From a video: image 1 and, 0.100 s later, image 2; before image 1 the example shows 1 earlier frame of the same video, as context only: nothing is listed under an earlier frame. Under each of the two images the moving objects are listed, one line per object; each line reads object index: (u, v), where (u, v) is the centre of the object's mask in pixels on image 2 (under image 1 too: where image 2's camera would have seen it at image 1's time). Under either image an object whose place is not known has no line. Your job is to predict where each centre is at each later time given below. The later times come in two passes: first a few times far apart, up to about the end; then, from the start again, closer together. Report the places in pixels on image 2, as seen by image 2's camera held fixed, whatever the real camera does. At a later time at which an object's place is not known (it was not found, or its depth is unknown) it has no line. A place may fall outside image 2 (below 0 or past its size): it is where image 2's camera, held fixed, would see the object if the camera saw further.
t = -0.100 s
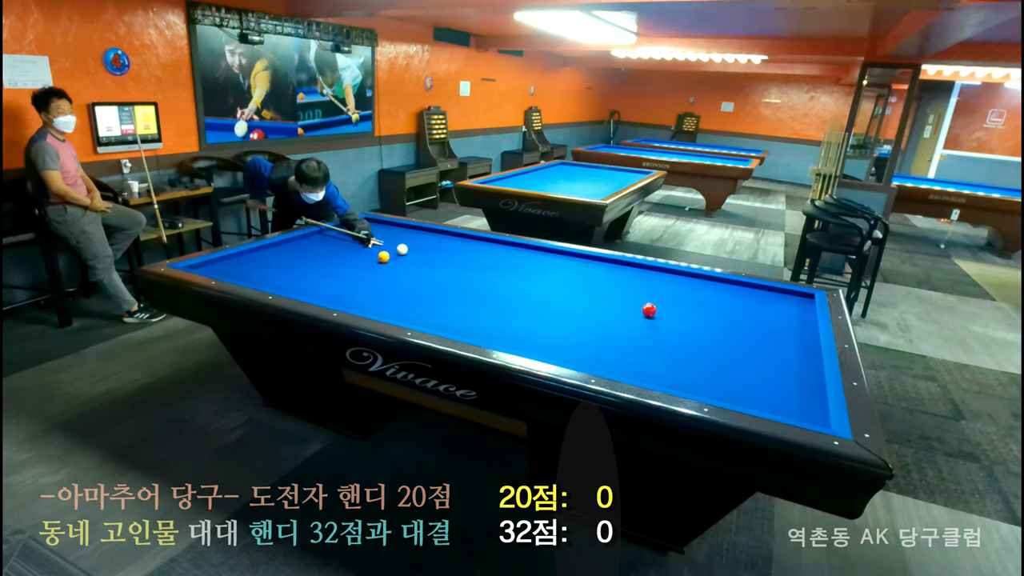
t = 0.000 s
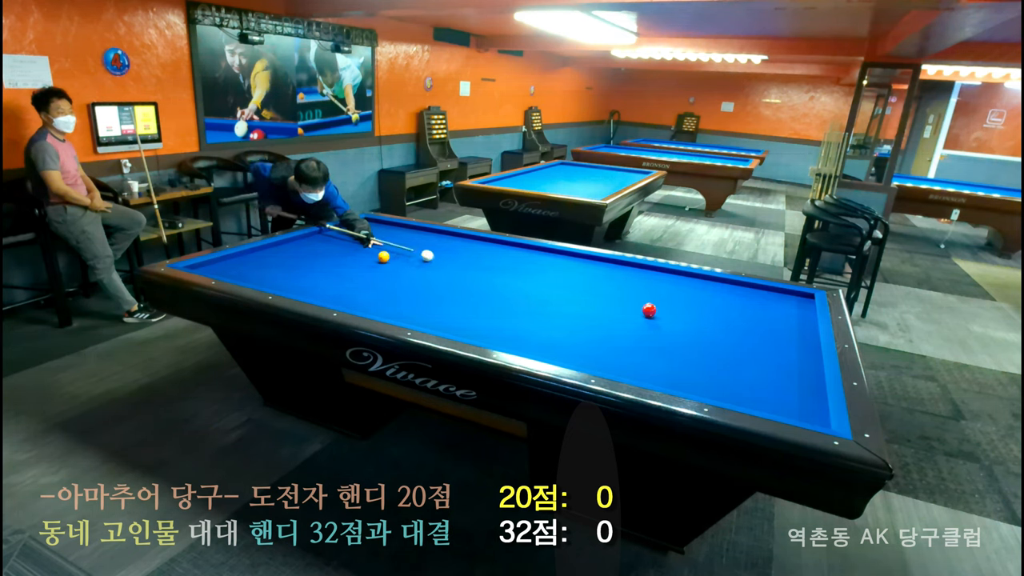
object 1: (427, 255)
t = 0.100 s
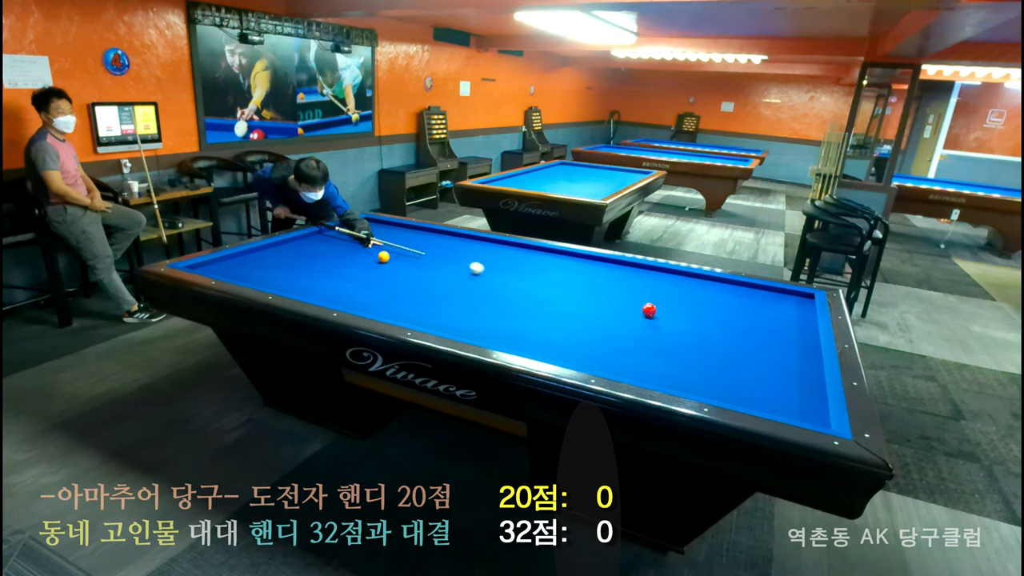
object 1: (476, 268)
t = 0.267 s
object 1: (567, 291)
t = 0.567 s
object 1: (663, 342)
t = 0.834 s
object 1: (739, 397)
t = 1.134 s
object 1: (793, 387)
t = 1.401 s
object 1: (740, 353)
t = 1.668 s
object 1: (706, 329)
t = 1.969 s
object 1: (675, 307)
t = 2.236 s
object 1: (652, 290)
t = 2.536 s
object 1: (629, 275)
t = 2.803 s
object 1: (612, 263)
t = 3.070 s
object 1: (587, 259)
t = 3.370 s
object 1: (554, 259)
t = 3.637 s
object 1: (525, 258)
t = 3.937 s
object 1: (492, 258)
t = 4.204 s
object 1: (464, 257)
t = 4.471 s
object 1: (435, 257)
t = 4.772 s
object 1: (404, 256)
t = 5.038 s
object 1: (398, 258)
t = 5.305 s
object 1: (400, 261)
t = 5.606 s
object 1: (403, 265)
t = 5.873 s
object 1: (405, 269)
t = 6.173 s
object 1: (408, 272)
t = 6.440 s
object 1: (410, 276)
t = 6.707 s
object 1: (413, 279)
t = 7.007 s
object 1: (415, 282)
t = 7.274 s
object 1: (417, 285)
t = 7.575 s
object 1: (419, 288)
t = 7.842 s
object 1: (421, 290)
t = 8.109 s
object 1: (422, 293)
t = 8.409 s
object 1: (424, 295)
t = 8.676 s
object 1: (425, 297)
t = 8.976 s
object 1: (427, 299)
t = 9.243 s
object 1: (427, 301)
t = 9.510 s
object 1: (428, 303)
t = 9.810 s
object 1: (428, 304)
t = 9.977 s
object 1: (428, 305)
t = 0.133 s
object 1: (494, 272)
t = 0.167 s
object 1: (511, 277)
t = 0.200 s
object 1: (529, 281)
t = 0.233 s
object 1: (548, 286)
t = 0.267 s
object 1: (567, 291)
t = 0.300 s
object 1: (586, 296)
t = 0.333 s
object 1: (607, 301)
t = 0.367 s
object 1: (628, 306)
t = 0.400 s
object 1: (640, 316)
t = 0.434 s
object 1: (643, 321)
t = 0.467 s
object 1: (647, 326)
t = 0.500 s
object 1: (652, 331)
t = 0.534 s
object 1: (657, 336)
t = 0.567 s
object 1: (663, 342)
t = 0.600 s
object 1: (669, 348)
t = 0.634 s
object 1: (677, 354)
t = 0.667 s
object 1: (685, 360)
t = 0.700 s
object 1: (694, 367)
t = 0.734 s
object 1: (704, 374)
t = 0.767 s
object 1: (714, 382)
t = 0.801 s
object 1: (726, 390)
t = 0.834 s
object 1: (739, 397)
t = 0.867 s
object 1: (752, 404)
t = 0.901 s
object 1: (766, 406)
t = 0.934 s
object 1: (778, 406)
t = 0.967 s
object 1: (791, 405)
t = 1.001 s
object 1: (803, 404)
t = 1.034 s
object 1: (814, 403)
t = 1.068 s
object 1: (813, 399)
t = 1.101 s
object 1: (802, 393)
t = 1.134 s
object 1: (793, 387)
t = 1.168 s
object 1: (784, 382)
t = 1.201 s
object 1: (776, 377)
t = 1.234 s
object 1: (769, 372)
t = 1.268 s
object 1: (762, 368)
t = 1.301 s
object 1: (756, 364)
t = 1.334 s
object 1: (750, 360)
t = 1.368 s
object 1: (745, 357)
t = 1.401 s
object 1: (740, 353)
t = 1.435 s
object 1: (736, 350)
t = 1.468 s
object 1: (731, 347)
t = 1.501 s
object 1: (727, 344)
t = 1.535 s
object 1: (723, 341)
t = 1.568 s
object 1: (718, 338)
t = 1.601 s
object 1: (714, 335)
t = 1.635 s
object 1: (710, 332)
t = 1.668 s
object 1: (706, 329)
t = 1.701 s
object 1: (702, 327)
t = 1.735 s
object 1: (699, 324)
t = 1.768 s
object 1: (695, 321)
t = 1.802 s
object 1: (691, 319)
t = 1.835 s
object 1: (688, 316)
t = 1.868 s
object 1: (684, 314)
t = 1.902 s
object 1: (681, 312)
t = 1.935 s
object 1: (678, 309)
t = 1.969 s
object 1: (675, 307)
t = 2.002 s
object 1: (672, 305)
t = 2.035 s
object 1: (669, 303)
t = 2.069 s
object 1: (666, 301)
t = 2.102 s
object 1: (663, 298)
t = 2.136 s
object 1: (660, 296)
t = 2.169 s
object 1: (657, 294)
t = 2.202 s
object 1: (654, 292)
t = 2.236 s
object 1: (652, 290)
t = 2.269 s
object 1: (649, 289)
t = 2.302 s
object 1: (646, 287)
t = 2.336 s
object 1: (644, 285)
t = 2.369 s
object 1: (641, 283)
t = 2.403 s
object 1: (639, 281)
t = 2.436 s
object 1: (636, 279)
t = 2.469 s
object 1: (634, 278)
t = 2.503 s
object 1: (632, 276)
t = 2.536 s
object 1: (629, 275)
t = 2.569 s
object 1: (627, 273)
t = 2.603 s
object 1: (625, 272)
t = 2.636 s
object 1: (623, 270)
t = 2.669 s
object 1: (621, 269)
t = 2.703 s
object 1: (619, 267)
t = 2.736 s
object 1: (616, 266)
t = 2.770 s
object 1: (614, 264)
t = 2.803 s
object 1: (612, 263)
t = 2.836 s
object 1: (610, 262)
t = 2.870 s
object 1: (608, 260)
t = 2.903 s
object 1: (606, 259)
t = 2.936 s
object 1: (602, 259)
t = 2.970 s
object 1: (598, 259)
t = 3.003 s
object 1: (594, 259)
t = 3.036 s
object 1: (590, 259)
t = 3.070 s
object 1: (587, 259)
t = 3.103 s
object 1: (583, 259)
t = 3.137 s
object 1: (579, 259)
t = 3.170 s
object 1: (576, 259)
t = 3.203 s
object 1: (572, 259)
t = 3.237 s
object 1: (568, 259)
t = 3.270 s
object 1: (565, 259)
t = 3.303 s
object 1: (561, 259)
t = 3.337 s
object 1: (558, 259)
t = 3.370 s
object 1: (554, 259)
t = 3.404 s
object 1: (550, 259)
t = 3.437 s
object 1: (547, 258)
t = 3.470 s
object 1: (543, 259)
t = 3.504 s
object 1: (539, 258)
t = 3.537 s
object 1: (536, 258)
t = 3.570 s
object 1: (532, 258)
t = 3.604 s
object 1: (529, 258)
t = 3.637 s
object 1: (525, 258)
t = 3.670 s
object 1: (521, 258)
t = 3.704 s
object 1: (518, 258)
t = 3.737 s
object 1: (514, 258)
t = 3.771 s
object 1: (510, 258)
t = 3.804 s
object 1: (507, 258)
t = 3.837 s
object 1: (503, 258)
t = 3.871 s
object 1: (500, 258)
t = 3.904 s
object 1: (496, 258)
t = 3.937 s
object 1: (492, 258)
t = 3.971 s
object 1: (489, 258)
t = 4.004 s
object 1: (485, 257)
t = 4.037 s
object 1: (482, 257)
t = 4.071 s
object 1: (478, 257)
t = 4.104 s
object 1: (474, 257)
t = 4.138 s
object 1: (471, 257)
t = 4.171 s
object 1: (467, 257)
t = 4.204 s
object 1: (464, 257)
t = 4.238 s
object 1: (460, 257)
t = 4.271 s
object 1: (457, 257)
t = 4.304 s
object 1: (453, 257)
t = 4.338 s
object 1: (450, 257)
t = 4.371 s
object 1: (446, 257)
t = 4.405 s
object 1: (442, 257)
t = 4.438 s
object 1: (439, 257)
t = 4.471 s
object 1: (435, 257)
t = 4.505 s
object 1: (432, 256)
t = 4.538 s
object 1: (428, 257)
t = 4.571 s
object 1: (425, 256)
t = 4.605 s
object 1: (421, 256)
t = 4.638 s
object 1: (418, 256)
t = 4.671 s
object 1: (414, 256)
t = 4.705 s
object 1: (411, 256)
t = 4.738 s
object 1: (407, 256)
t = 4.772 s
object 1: (404, 256)
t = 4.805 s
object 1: (401, 256)
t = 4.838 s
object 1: (397, 256)
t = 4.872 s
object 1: (394, 256)
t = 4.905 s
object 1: (395, 256)
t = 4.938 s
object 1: (396, 257)
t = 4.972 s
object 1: (397, 257)
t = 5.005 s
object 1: (398, 258)
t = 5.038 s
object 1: (398, 258)
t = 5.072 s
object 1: (399, 259)
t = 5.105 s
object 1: (399, 259)
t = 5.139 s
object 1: (399, 259)
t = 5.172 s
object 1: (399, 260)
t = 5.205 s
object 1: (400, 260)
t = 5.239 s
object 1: (400, 260)
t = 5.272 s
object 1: (400, 261)
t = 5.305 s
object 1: (400, 261)
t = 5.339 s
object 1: (401, 262)
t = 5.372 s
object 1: (401, 262)
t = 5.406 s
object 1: (401, 263)
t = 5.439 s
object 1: (402, 263)
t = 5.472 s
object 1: (402, 264)
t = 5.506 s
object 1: (402, 264)
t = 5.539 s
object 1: (403, 264)
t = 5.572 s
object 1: (403, 265)
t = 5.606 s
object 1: (403, 265)
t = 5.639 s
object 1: (404, 266)
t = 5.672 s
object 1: (404, 266)
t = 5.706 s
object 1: (404, 266)
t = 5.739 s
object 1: (404, 267)
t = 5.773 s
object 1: (404, 267)
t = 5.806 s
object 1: (405, 268)
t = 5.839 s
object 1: (405, 268)
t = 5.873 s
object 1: (405, 269)
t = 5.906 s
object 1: (406, 269)
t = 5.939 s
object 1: (406, 269)
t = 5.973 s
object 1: (406, 270)
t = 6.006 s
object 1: (406, 270)
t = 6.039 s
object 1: (407, 270)
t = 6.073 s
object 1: (407, 271)
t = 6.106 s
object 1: (407, 271)
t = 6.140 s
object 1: (408, 272)
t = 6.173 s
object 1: (408, 272)
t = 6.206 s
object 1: (408, 273)
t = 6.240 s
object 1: (408, 273)
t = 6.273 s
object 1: (409, 273)
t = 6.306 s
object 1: (409, 274)
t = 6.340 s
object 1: (409, 274)
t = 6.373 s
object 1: (410, 275)
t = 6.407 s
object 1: (410, 275)
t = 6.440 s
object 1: (410, 276)
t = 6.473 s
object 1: (411, 276)
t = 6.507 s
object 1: (411, 277)
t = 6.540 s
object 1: (411, 277)
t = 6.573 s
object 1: (411, 277)
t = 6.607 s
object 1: (412, 278)
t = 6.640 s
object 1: (412, 278)
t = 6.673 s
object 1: (412, 279)
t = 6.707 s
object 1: (413, 279)
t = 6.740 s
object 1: (413, 279)
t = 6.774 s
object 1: (413, 280)
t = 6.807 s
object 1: (413, 280)
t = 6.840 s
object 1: (414, 280)
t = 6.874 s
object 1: (414, 281)
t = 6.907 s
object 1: (414, 281)
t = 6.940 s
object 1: (414, 281)
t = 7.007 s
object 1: (415, 282)
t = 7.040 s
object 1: (415, 282)
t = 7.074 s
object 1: (415, 283)
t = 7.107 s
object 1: (416, 283)
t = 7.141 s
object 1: (416, 283)
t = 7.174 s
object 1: (416, 284)
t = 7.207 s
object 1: (416, 284)
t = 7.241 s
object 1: (417, 284)
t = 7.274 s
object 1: (417, 285)
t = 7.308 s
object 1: (417, 285)
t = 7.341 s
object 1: (417, 285)
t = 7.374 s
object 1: (418, 286)
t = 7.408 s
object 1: (418, 286)
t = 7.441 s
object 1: (418, 286)
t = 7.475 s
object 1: (418, 287)
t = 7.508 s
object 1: (419, 287)
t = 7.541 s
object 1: (419, 287)
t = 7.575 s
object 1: (419, 288)
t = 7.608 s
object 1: (419, 288)
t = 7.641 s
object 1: (419, 288)
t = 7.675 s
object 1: (420, 289)
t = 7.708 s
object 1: (420, 289)
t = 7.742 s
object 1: (420, 289)
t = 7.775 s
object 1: (420, 290)
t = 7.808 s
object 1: (421, 290)
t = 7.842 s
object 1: (421, 290)
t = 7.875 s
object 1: (421, 291)
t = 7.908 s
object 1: (421, 291)
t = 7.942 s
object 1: (421, 291)
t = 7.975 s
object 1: (422, 292)
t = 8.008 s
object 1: (422, 292)
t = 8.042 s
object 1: (422, 292)
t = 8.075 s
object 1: (422, 292)
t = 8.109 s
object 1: (422, 293)
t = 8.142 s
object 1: (423, 293)
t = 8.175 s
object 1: (423, 293)
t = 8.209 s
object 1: (423, 294)
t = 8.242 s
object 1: (423, 294)
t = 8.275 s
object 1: (423, 294)
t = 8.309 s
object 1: (423, 294)
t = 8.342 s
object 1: (424, 295)
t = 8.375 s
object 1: (424, 295)
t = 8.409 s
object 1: (424, 295)
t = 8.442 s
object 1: (424, 296)
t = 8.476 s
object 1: (424, 296)
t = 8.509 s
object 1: (425, 296)
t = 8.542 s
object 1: (425, 296)
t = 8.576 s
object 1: (425, 297)
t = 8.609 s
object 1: (425, 297)
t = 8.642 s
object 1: (425, 297)
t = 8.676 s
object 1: (425, 297)
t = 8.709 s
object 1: (426, 298)
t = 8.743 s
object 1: (426, 298)
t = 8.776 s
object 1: (426, 298)
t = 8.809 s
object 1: (426, 298)
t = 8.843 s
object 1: (426, 298)
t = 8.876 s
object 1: (426, 299)
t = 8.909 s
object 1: (426, 299)
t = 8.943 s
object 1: (426, 299)
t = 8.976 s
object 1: (427, 299)
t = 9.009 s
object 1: (427, 300)
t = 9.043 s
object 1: (427, 300)
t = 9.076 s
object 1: (427, 300)
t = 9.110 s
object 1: (427, 300)
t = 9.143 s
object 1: (427, 300)
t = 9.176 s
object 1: (427, 301)
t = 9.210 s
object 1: (427, 301)
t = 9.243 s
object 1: (427, 301)
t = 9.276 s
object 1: (427, 301)
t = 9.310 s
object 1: (428, 301)
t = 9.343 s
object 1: (428, 302)
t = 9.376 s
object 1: (428, 302)
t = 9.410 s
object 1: (428, 302)
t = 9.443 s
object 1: (428, 302)
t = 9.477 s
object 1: (428, 302)
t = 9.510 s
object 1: (428, 303)
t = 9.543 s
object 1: (428, 303)
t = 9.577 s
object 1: (428, 303)
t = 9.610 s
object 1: (428, 303)
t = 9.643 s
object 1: (428, 303)
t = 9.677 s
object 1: (428, 303)
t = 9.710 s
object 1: (428, 304)
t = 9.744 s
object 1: (428, 304)
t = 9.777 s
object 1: (428, 304)
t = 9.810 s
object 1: (428, 304)
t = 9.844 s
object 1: (428, 304)
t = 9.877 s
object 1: (428, 304)
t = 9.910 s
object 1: (428, 304)
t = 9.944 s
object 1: (428, 305)
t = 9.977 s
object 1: (428, 305)
